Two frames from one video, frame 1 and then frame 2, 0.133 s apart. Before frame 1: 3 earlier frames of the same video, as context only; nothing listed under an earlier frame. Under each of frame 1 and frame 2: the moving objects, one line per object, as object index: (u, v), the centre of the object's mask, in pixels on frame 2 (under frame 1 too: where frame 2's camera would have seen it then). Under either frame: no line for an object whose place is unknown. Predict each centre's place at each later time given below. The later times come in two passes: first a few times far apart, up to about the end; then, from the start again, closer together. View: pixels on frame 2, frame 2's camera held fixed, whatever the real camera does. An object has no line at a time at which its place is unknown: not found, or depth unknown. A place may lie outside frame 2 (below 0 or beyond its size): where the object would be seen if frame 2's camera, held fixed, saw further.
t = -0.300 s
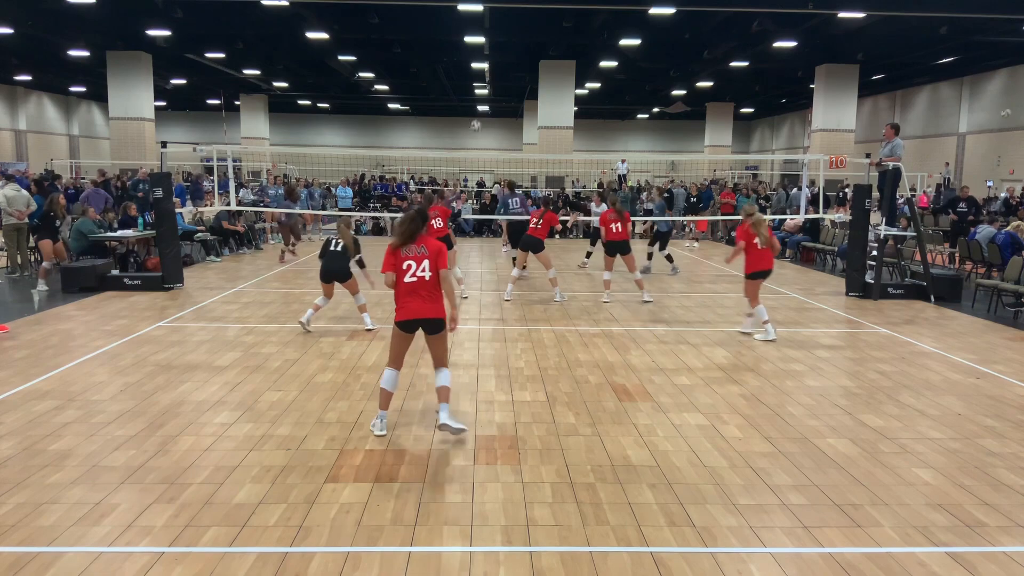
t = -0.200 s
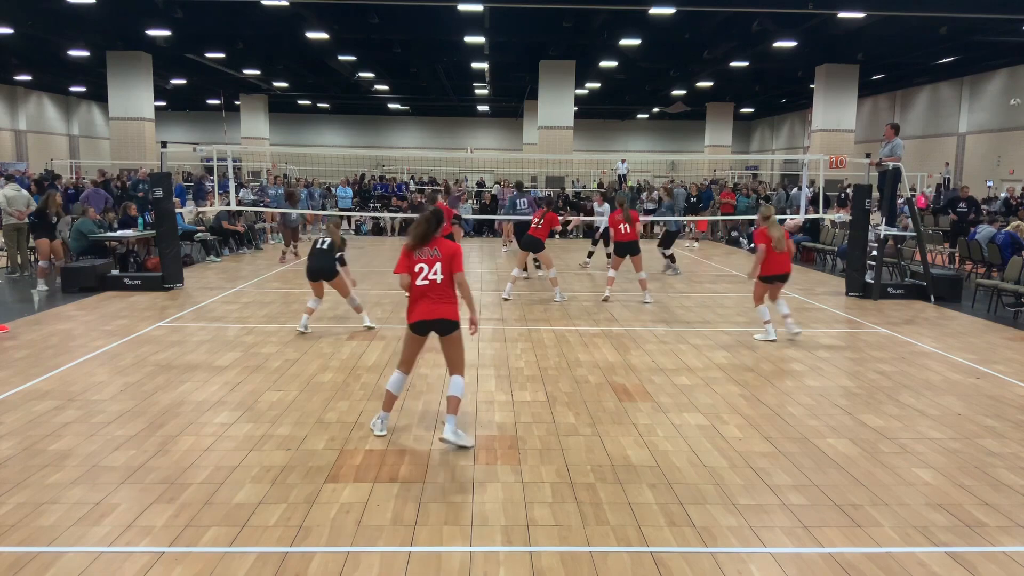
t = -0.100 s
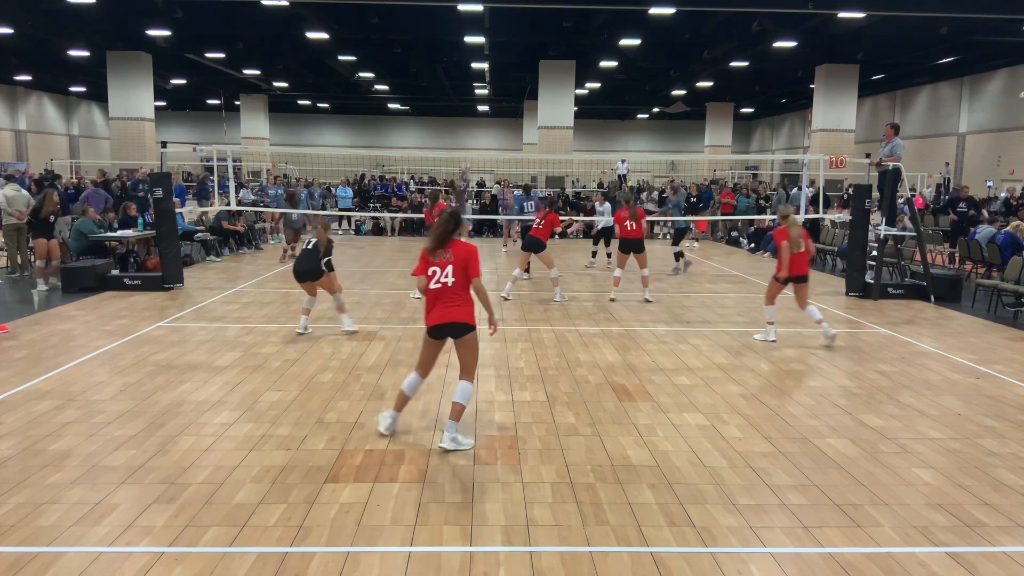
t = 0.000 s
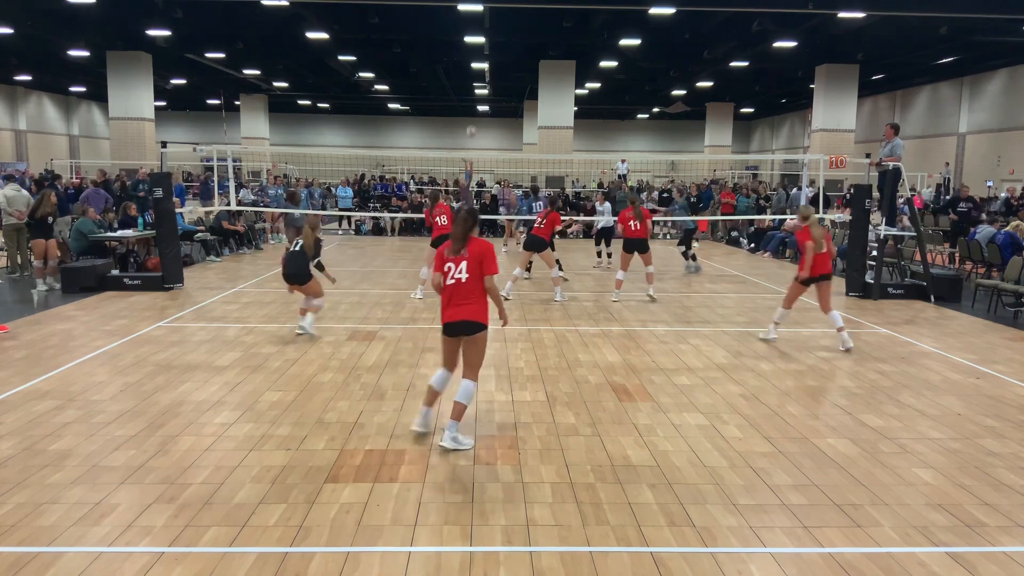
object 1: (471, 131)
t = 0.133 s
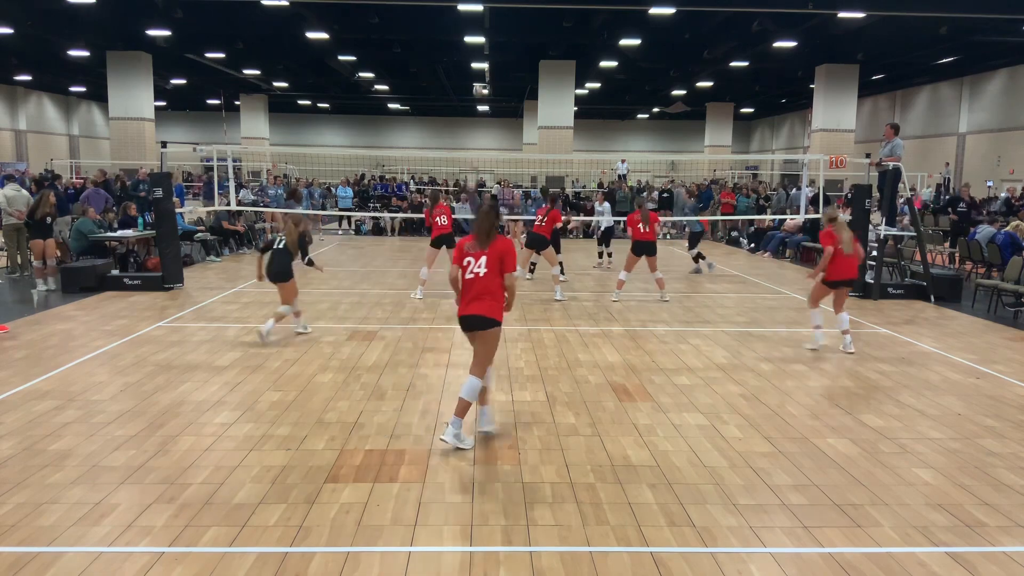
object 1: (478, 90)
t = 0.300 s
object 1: (486, 51)
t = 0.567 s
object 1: (500, 19)
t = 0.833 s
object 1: (513, 23)
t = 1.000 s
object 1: (521, 43)
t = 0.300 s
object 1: (486, 51)
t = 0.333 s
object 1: (488, 46)
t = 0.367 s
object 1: (490, 40)
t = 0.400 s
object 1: (492, 35)
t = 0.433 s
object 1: (494, 30)
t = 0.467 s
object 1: (495, 27)
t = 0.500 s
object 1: (497, 24)
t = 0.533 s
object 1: (499, 21)
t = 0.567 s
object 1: (500, 19)
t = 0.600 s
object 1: (502, 18)
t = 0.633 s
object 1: (503, 17)
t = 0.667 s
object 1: (505, 16)
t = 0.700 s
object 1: (507, 17)
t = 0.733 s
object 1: (508, 17)
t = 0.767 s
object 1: (510, 19)
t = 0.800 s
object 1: (512, 21)
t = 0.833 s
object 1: (513, 23)
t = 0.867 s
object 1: (515, 26)
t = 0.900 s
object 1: (516, 30)
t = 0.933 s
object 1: (518, 33)
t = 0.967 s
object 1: (519, 38)
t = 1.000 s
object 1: (521, 43)
